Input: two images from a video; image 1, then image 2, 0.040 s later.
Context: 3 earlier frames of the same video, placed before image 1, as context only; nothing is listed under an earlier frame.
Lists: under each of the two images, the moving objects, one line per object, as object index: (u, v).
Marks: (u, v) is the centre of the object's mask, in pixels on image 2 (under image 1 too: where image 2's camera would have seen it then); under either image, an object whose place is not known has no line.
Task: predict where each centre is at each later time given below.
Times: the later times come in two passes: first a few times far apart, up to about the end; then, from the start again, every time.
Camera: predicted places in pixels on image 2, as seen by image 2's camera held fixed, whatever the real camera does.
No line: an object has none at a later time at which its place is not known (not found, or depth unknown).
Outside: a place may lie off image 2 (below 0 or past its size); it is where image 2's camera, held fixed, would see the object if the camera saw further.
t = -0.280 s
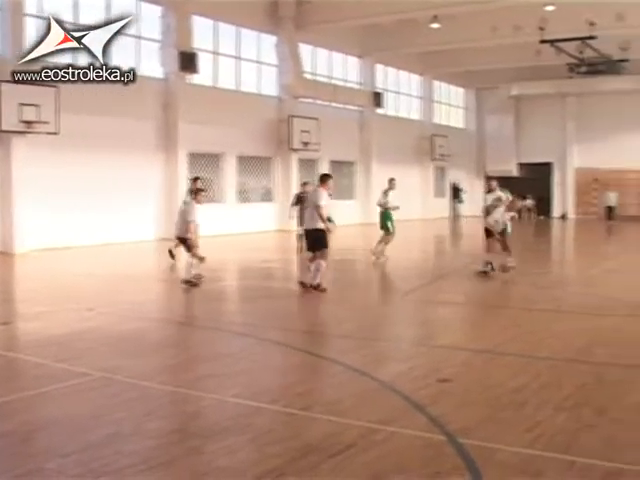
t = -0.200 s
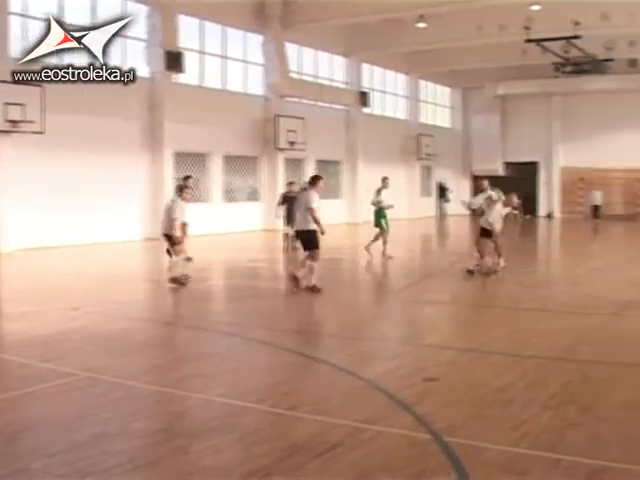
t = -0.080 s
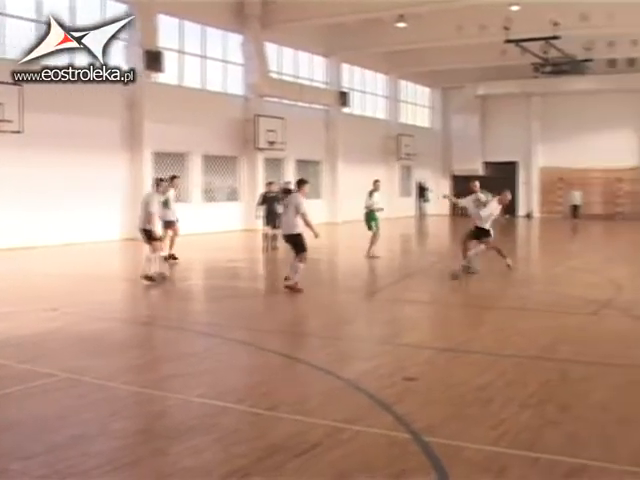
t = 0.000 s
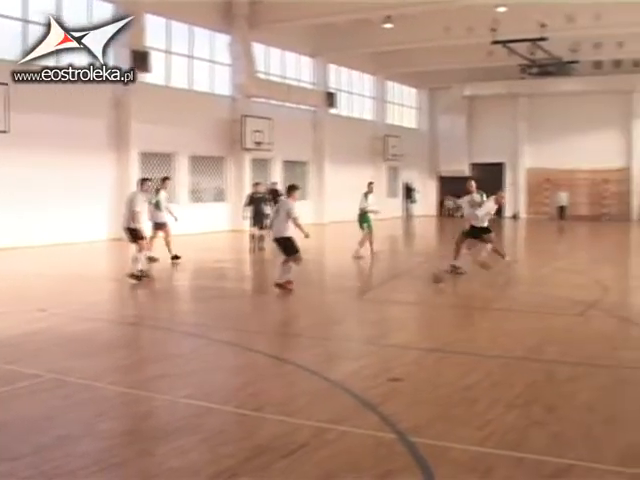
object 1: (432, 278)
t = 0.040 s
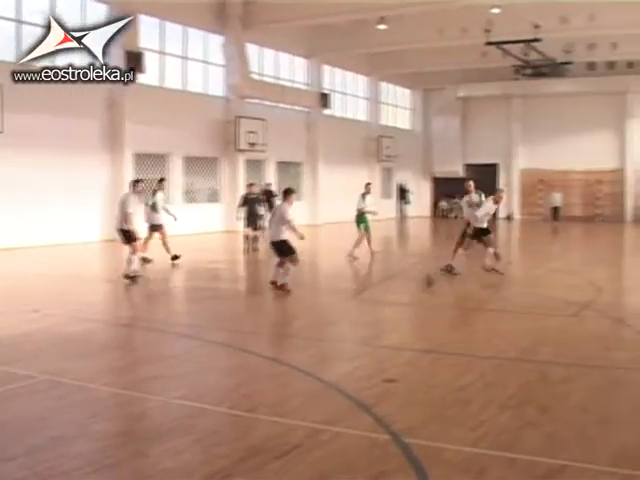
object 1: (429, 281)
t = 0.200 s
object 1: (416, 286)
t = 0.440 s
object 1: (401, 293)
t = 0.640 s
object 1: (388, 297)
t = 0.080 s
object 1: (426, 282)
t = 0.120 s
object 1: (422, 284)
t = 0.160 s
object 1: (418, 285)
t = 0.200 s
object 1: (416, 286)
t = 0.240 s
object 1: (413, 287)
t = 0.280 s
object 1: (410, 288)
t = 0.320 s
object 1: (408, 289)
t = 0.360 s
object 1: (405, 290)
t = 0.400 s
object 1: (403, 292)
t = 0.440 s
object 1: (401, 293)
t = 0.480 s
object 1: (398, 292)
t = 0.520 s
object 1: (396, 293)
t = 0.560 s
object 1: (394, 295)
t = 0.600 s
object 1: (390, 296)
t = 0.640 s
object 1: (388, 297)
